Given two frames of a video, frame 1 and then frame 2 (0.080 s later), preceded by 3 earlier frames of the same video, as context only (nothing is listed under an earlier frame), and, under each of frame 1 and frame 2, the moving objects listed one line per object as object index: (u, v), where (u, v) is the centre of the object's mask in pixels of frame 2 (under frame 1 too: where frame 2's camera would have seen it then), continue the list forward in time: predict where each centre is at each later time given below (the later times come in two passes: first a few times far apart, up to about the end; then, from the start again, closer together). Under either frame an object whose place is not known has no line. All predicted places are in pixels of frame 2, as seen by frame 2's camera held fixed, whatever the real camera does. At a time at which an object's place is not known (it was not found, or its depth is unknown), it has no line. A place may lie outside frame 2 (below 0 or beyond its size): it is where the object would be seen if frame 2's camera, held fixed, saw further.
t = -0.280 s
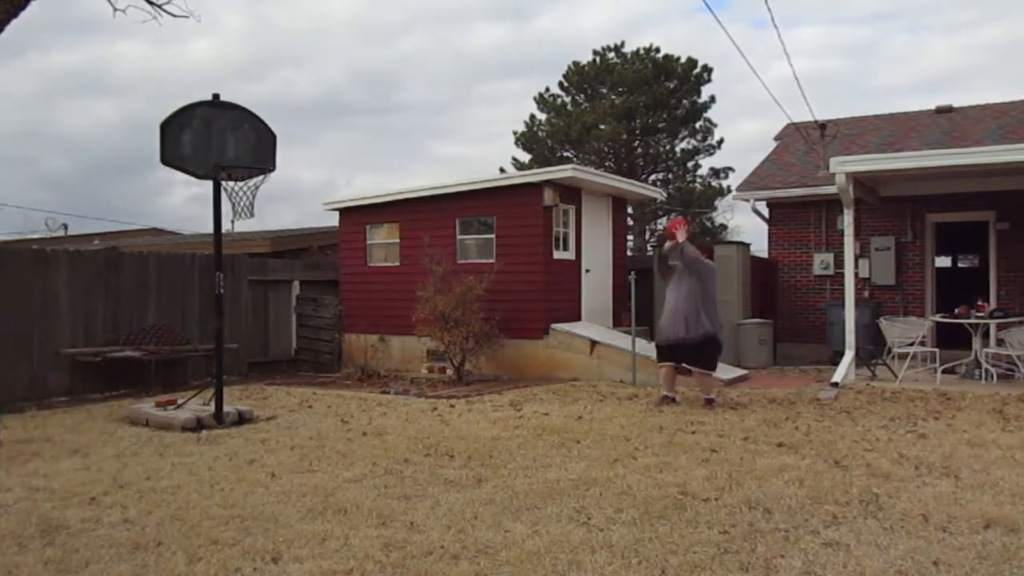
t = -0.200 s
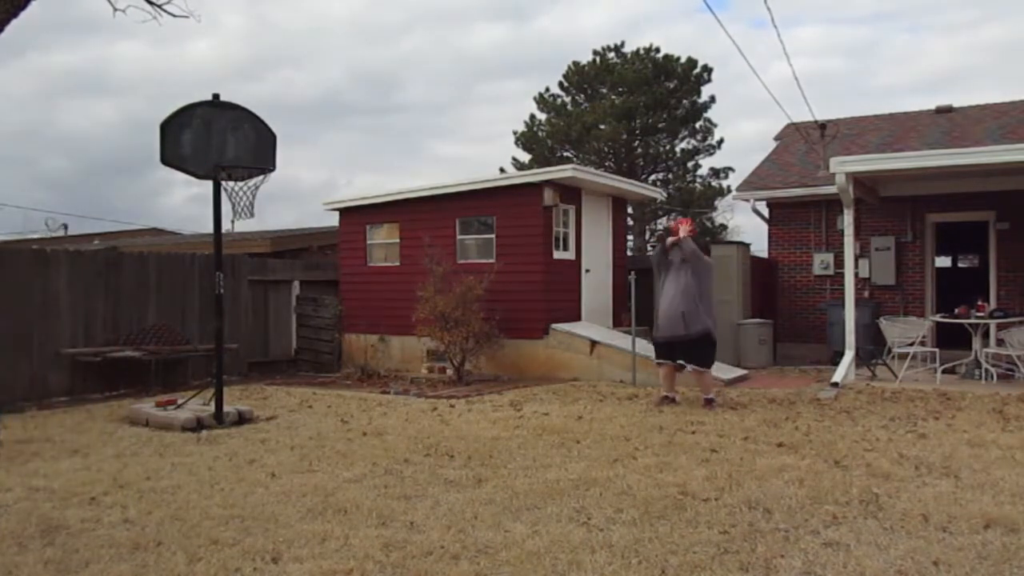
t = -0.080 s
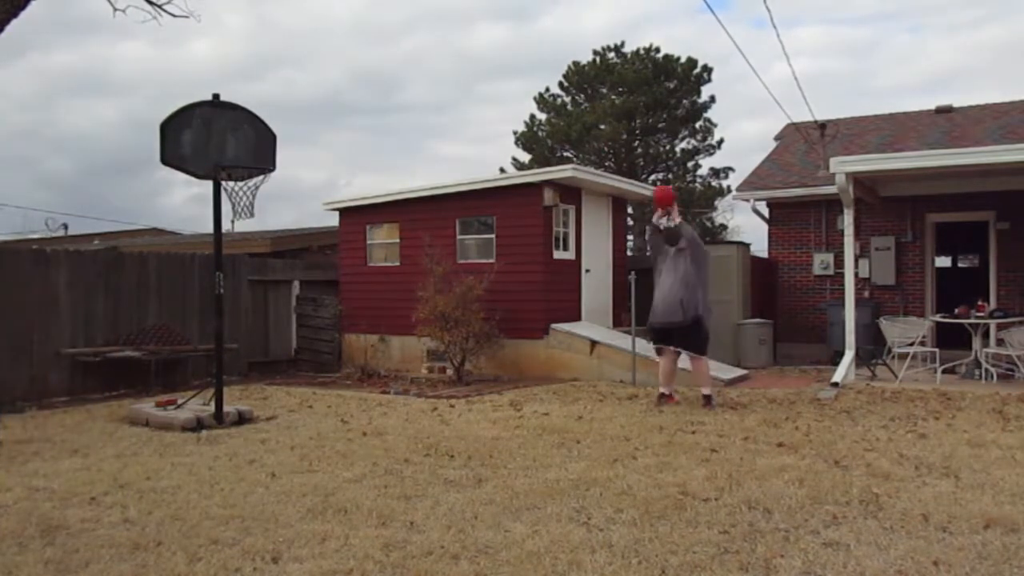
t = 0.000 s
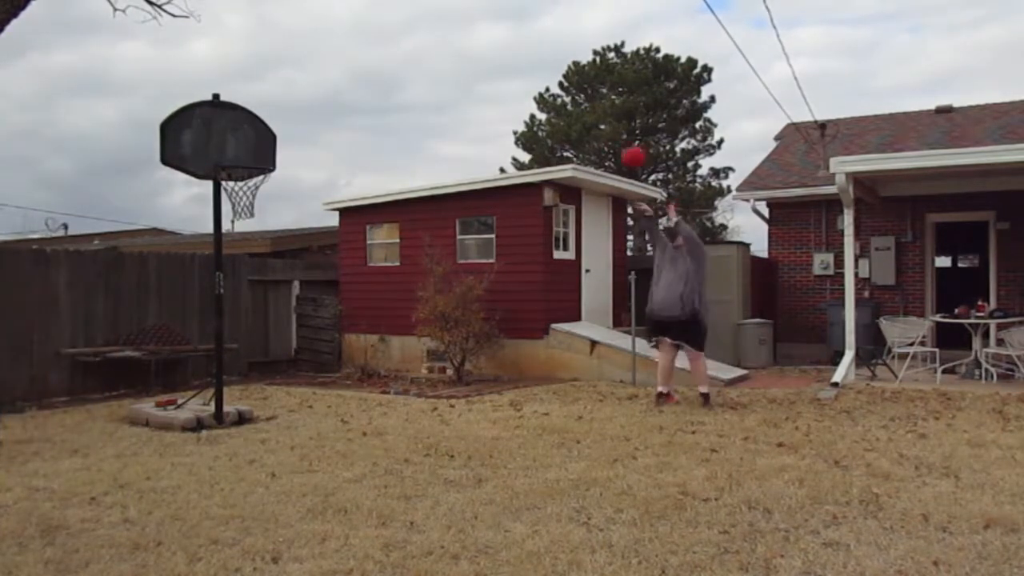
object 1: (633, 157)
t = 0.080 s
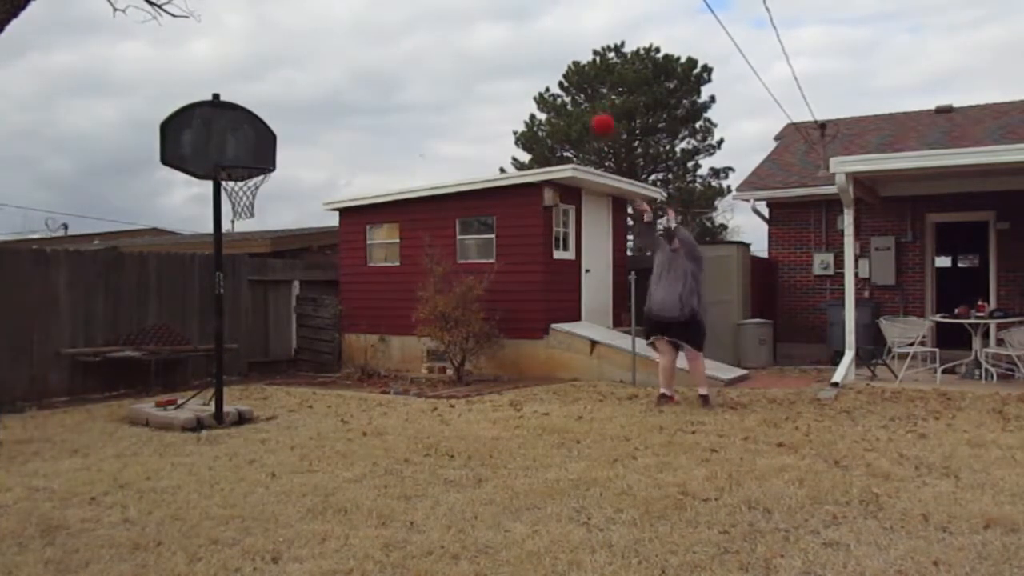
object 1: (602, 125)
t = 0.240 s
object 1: (540, 76)
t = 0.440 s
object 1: (459, 49)
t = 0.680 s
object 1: (357, 70)
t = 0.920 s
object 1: (252, 152)
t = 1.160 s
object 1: (189, 109)
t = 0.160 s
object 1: (572, 97)
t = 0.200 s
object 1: (556, 86)
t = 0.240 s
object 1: (540, 76)
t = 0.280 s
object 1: (524, 68)
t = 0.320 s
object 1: (508, 61)
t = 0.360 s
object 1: (492, 55)
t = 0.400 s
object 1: (475, 52)
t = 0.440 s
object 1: (459, 49)
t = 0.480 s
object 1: (442, 49)
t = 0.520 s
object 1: (426, 49)
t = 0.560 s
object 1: (409, 52)
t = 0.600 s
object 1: (392, 56)
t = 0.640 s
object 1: (375, 62)
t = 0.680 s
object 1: (357, 70)
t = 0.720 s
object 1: (340, 79)
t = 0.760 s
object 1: (323, 90)
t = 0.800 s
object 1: (305, 103)
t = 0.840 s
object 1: (287, 118)
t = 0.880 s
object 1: (269, 134)
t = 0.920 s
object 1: (252, 152)
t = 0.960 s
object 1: (240, 150)
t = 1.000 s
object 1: (229, 138)
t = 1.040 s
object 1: (219, 129)
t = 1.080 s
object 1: (209, 120)
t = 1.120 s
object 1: (200, 113)
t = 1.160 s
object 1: (189, 109)
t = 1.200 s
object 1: (177, 105)
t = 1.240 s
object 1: (166, 104)
